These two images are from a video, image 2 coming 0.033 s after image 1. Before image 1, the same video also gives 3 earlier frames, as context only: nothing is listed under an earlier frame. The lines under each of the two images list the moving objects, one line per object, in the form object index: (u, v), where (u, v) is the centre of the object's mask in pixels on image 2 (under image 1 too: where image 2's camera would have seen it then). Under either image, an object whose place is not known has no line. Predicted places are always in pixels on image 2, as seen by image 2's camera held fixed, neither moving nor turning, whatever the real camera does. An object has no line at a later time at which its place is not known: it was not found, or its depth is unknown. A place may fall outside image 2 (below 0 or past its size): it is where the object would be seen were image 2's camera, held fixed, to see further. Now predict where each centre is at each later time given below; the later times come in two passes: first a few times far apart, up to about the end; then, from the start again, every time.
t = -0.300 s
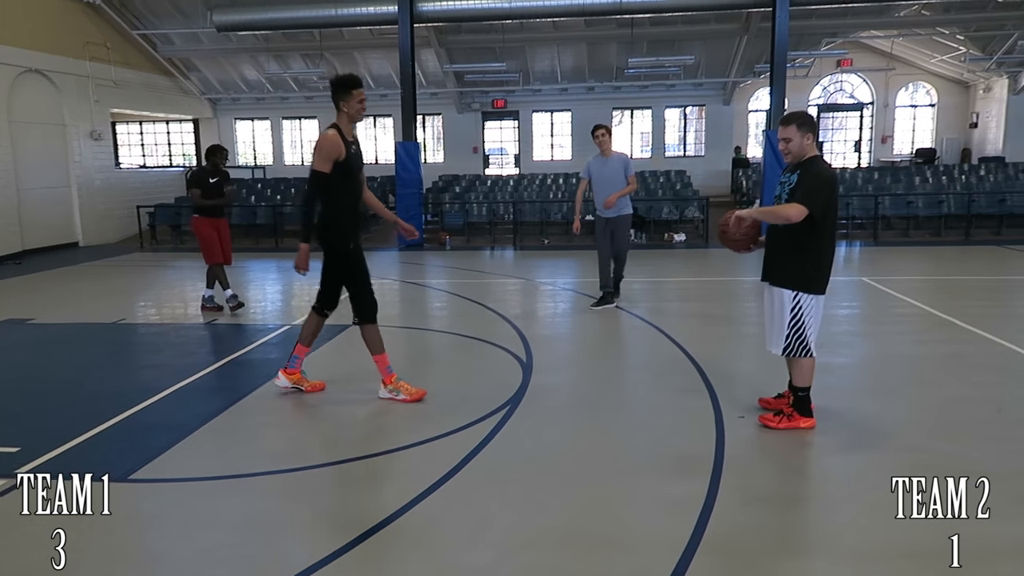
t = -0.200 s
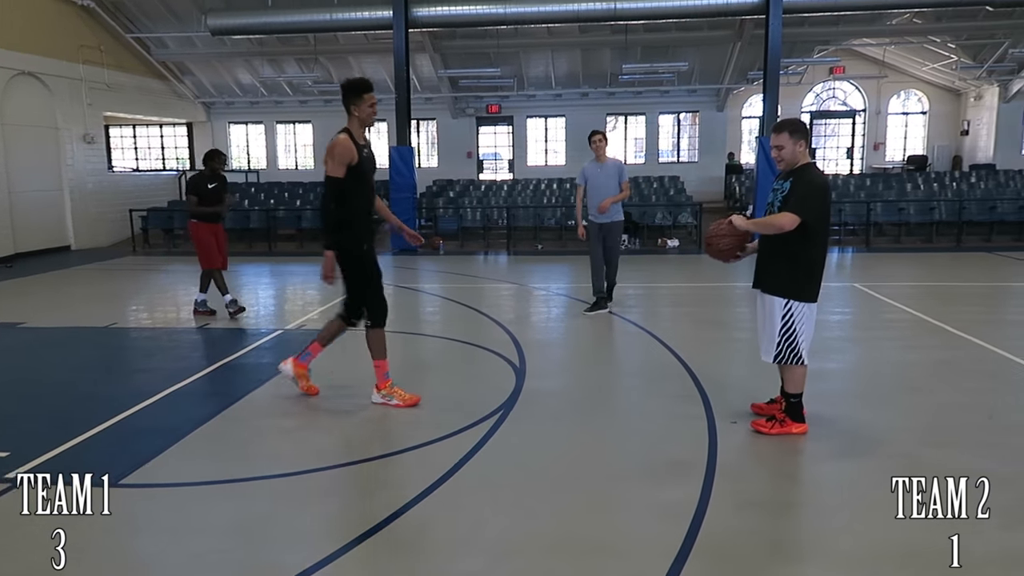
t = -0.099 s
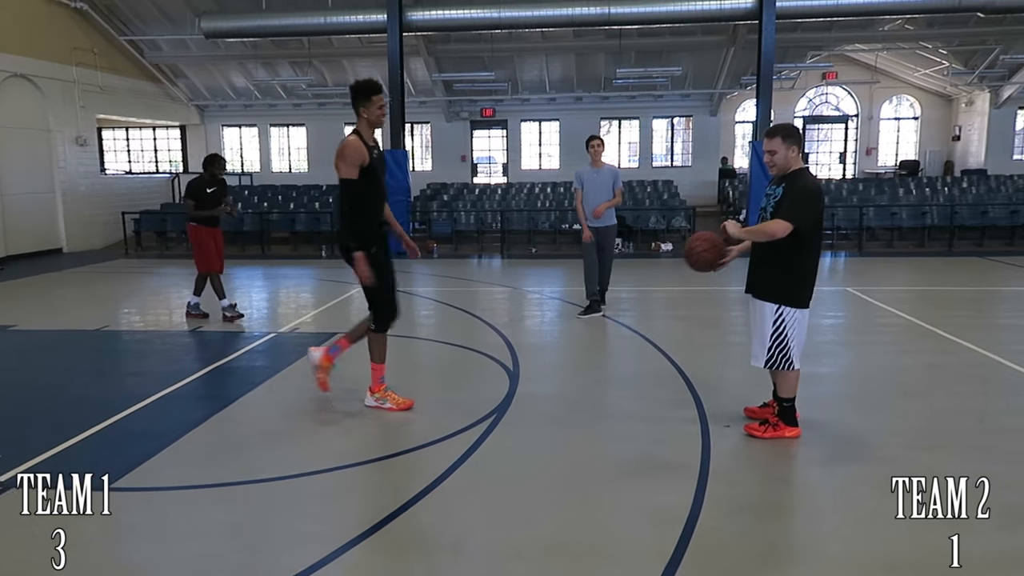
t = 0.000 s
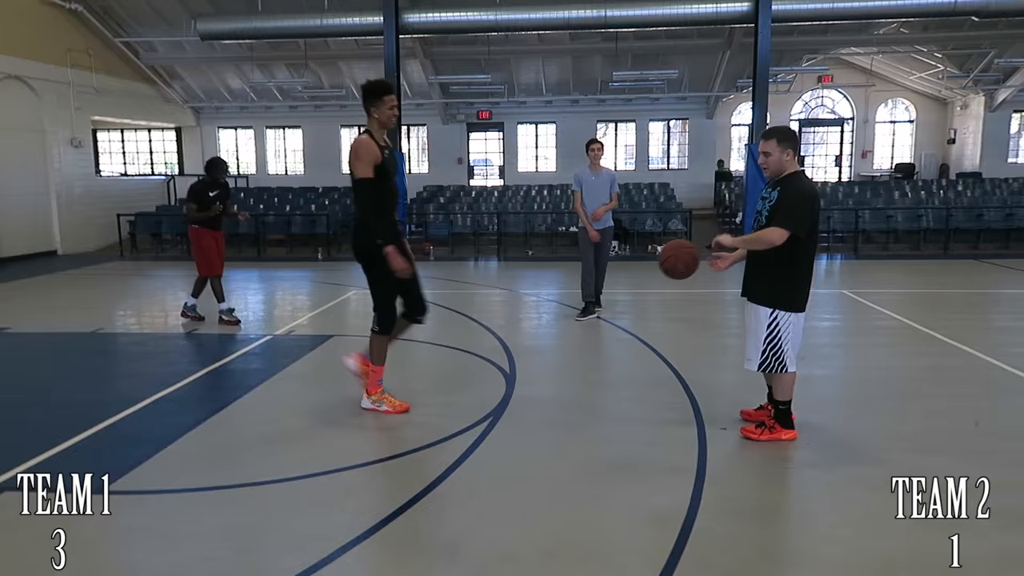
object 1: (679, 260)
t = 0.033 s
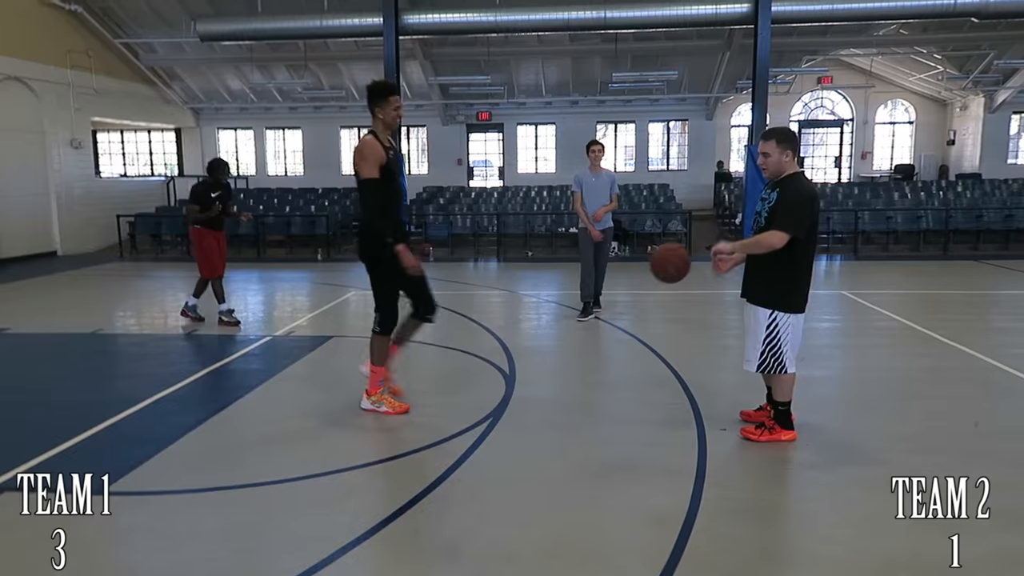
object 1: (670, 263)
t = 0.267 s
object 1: (611, 331)
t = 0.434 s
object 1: (571, 375)
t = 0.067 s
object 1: (661, 267)
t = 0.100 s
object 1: (653, 273)
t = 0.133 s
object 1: (645, 281)
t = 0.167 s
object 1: (636, 291)
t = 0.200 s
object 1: (628, 303)
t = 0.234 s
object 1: (620, 317)
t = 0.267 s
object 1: (611, 331)
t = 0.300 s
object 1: (603, 348)
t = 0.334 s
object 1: (595, 366)
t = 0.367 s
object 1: (587, 386)
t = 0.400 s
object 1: (579, 391)
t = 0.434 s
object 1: (571, 375)
